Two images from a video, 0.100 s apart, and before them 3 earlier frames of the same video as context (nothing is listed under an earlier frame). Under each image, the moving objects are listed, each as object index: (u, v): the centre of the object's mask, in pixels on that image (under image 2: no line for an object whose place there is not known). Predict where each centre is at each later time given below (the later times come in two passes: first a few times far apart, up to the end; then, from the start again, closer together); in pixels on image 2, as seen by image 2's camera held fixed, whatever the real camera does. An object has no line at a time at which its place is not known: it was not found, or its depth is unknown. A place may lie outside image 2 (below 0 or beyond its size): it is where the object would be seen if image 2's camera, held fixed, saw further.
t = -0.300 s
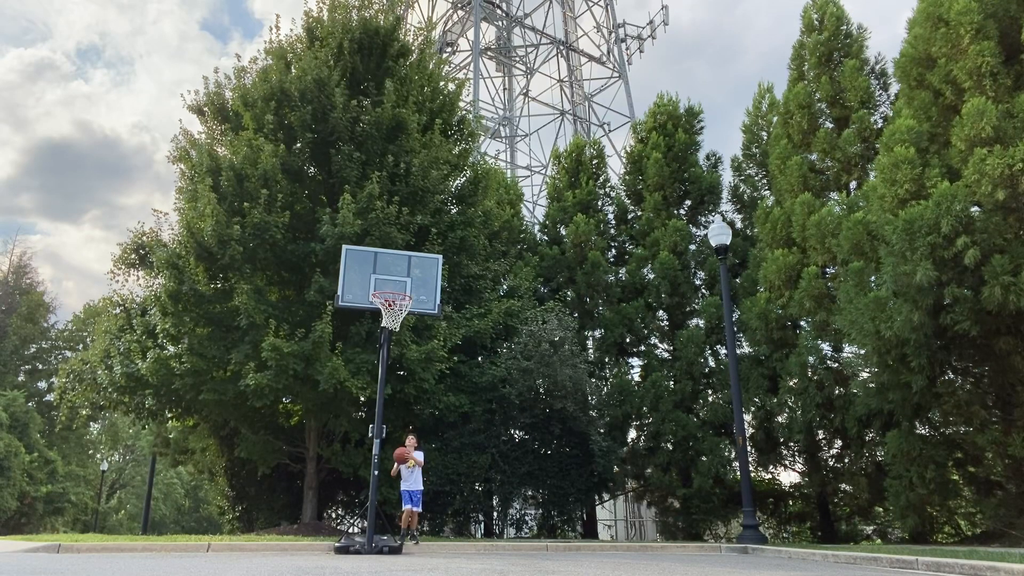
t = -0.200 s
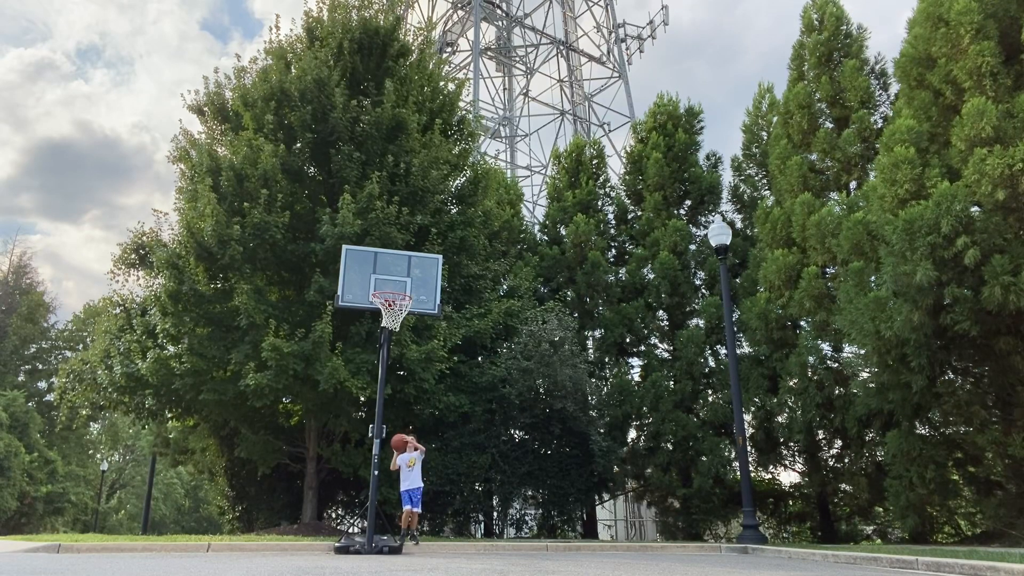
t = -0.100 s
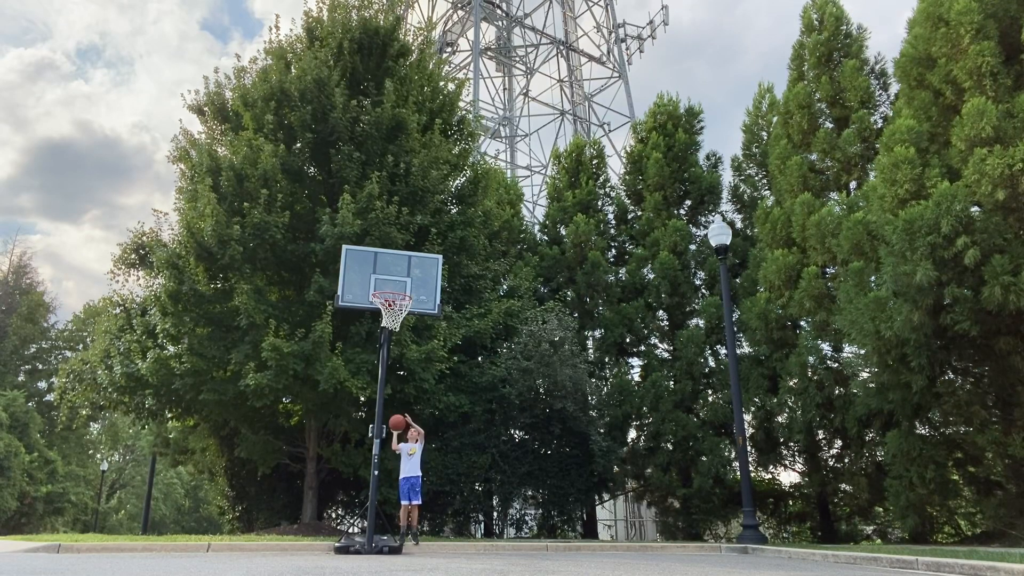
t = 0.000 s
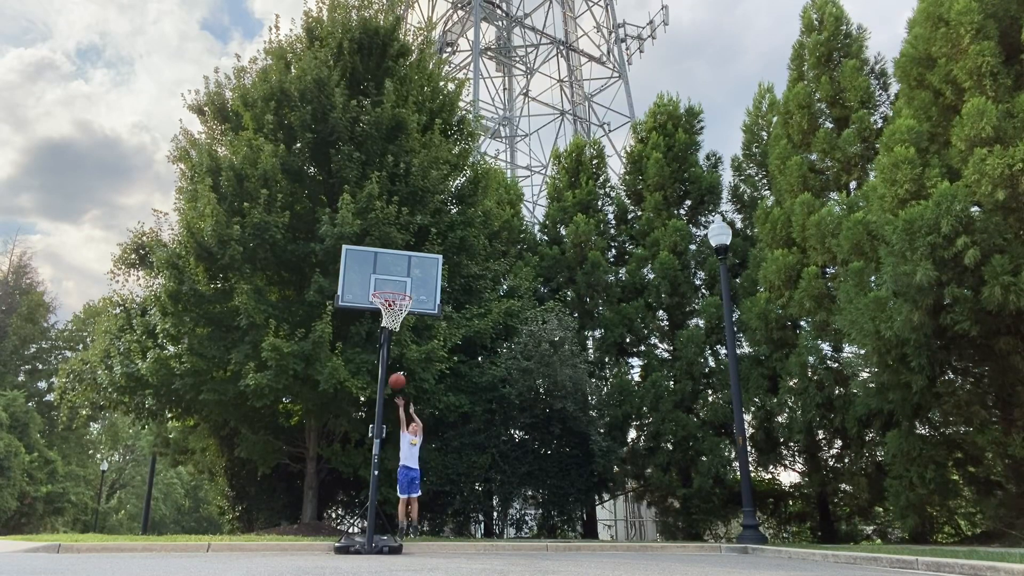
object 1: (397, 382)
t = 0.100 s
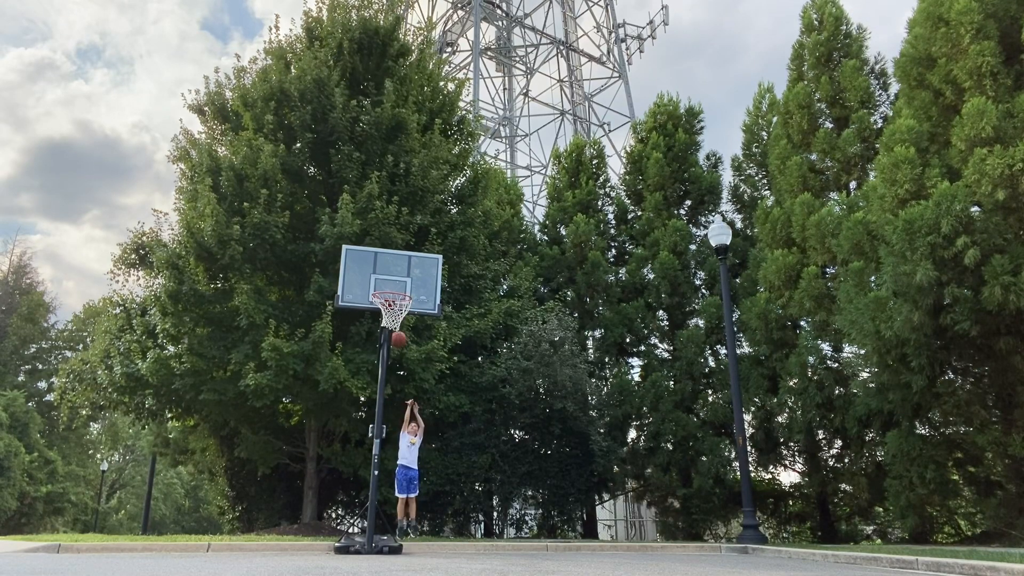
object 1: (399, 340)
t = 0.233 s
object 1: (399, 289)
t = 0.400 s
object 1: (401, 248)
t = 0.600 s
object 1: (401, 230)
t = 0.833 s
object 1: (402, 232)
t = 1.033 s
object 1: (402, 255)
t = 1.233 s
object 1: (399, 285)
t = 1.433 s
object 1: (384, 283)
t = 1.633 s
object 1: (385, 285)
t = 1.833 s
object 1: (396, 298)
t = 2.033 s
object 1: (403, 305)
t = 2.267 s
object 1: (385, 336)
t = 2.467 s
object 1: (368, 391)
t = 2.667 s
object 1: (350, 482)
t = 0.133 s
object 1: (402, 329)
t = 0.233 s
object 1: (399, 289)
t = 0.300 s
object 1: (400, 272)
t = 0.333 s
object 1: (400, 265)
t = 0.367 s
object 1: (399, 260)
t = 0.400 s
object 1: (401, 248)
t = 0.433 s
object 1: (401, 245)
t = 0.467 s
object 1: (401, 242)
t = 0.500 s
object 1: (401, 239)
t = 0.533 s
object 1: (401, 235)
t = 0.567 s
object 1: (401, 231)
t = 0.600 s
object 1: (401, 230)
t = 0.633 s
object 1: (402, 227)
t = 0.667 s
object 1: (402, 227)
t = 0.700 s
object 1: (402, 226)
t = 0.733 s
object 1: (402, 227)
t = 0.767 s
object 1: (402, 228)
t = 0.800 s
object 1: (402, 230)
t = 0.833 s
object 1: (402, 232)
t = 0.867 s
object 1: (401, 235)
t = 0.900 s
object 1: (401, 240)
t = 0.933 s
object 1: (402, 244)
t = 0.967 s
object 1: (402, 246)
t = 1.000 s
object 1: (402, 250)
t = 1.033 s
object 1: (402, 255)
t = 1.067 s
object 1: (402, 260)
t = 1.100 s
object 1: (402, 266)
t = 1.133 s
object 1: (402, 273)
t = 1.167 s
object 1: (402, 281)
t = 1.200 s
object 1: (402, 287)
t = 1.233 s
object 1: (399, 285)
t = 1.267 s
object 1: (396, 284)
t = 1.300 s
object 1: (393, 283)
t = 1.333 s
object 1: (390, 283)
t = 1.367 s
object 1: (388, 282)
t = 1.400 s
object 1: (386, 282)
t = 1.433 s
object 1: (384, 283)
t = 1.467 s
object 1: (382, 285)
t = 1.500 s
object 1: (380, 286)
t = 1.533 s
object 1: (380, 285)
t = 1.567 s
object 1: (382, 284)
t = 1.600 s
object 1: (383, 284)
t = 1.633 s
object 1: (385, 285)
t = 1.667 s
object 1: (387, 286)
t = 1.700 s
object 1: (388, 287)
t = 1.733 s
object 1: (392, 292)
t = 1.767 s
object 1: (392, 295)
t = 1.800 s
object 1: (394, 296)
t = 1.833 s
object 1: (396, 298)
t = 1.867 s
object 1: (398, 301)
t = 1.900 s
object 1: (400, 302)
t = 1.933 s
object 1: (403, 305)
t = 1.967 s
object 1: (404, 310)
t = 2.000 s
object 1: (405, 307)
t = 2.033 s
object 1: (403, 305)
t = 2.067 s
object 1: (399, 322)
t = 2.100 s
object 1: (398, 318)
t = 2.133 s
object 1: (396, 325)
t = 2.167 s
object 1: (392, 325)
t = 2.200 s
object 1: (390, 327)
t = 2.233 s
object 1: (387, 331)
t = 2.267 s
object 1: (385, 336)
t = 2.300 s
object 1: (382, 343)
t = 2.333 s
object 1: (380, 350)
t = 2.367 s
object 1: (377, 360)
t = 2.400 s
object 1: (374, 369)
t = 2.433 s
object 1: (371, 379)
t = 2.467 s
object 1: (368, 391)
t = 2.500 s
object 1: (366, 403)
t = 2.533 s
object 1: (362, 416)
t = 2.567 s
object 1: (359, 432)
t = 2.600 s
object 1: (356, 447)
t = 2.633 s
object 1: (353, 464)
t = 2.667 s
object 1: (350, 482)
